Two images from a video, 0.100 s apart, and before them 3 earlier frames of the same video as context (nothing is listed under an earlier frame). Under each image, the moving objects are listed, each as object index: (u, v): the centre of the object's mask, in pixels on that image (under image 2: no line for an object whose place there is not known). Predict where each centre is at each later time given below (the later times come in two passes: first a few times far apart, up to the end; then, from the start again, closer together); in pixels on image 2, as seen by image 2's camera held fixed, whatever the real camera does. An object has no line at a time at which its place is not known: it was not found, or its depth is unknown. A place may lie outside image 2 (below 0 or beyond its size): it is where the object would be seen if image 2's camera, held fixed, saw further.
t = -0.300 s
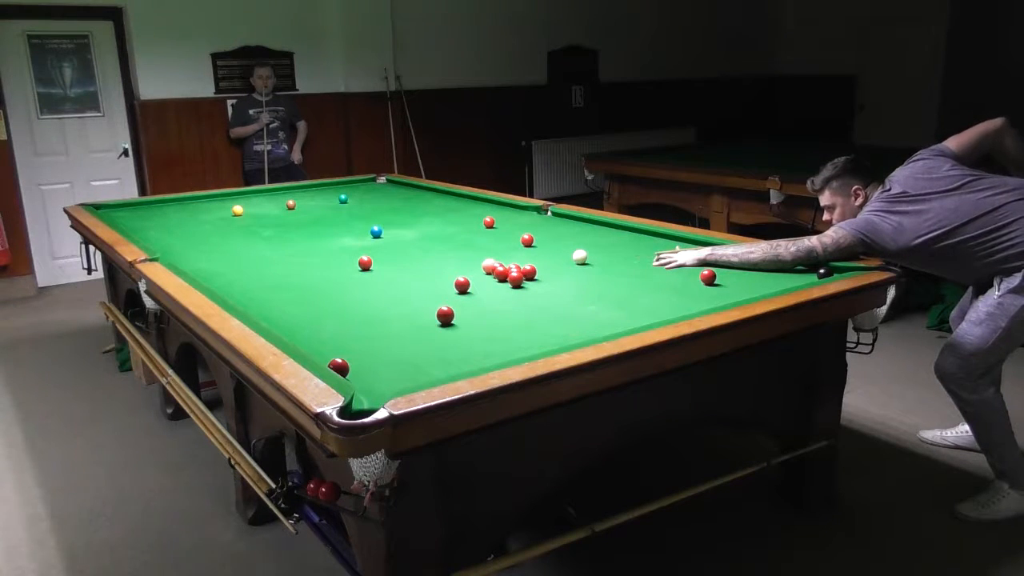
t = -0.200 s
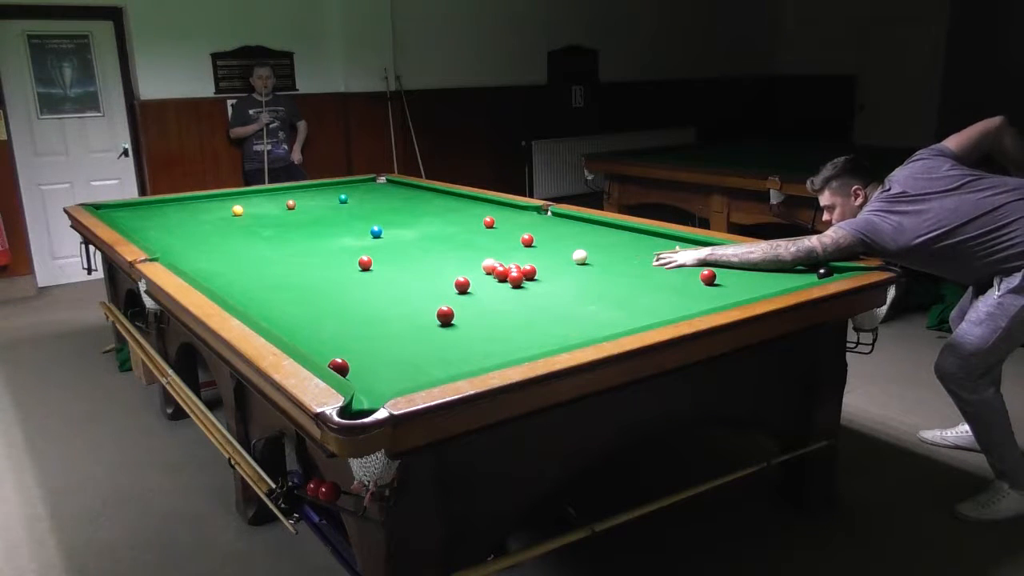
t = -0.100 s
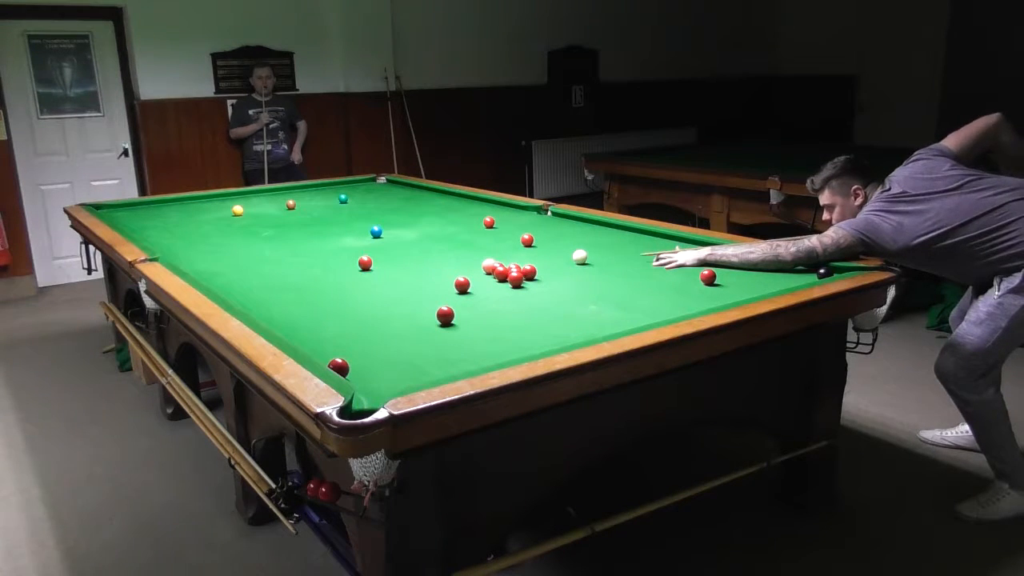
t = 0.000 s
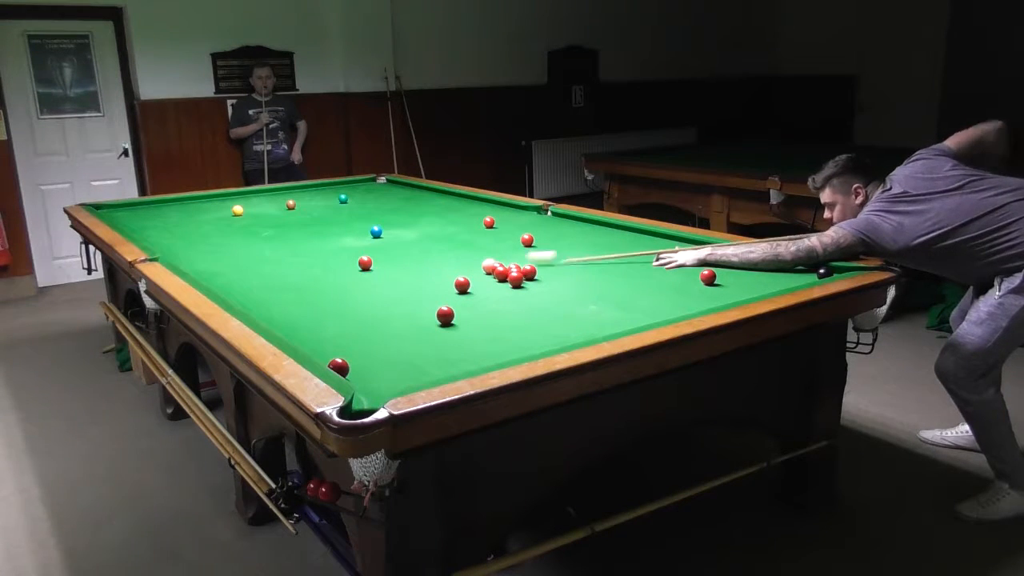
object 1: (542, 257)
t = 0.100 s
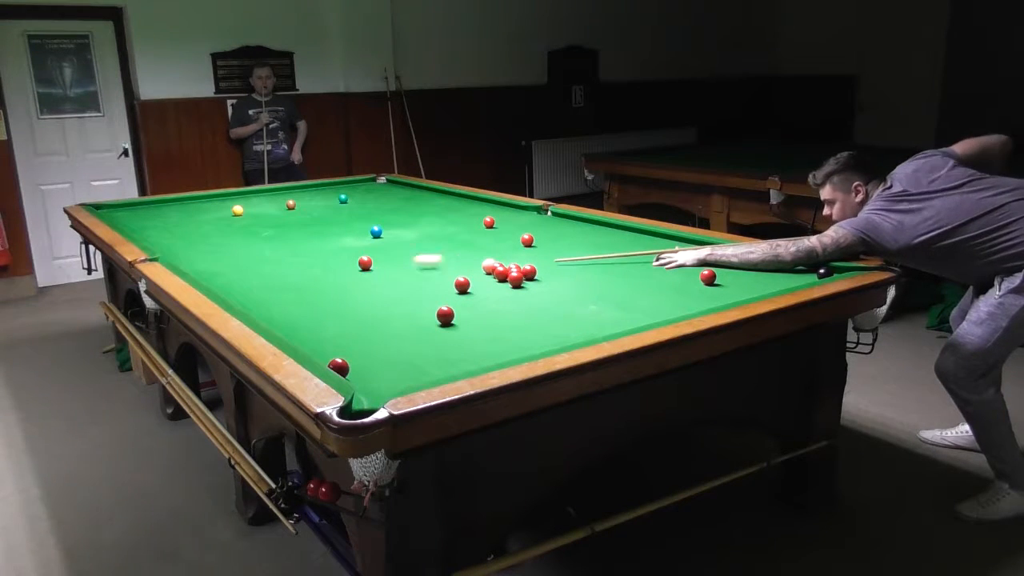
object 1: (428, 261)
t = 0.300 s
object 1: (377, 267)
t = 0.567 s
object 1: (397, 272)
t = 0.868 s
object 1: (422, 277)
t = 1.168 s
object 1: (446, 282)
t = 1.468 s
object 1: (450, 285)
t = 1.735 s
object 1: (451, 286)
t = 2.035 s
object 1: (452, 287)
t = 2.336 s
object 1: (452, 287)
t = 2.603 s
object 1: (452, 287)
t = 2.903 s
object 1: (452, 287)
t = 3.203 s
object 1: (452, 287)
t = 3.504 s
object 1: (452, 287)
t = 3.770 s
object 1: (453, 287)
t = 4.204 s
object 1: (452, 287)
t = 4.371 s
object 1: (452, 287)
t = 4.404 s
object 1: (452, 287)
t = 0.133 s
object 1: (406, 261)
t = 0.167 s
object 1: (378, 263)
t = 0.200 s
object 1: (376, 264)
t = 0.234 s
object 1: (375, 265)
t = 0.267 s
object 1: (375, 266)
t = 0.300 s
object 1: (377, 267)
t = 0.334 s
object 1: (378, 267)
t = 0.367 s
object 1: (381, 268)
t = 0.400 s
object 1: (384, 269)
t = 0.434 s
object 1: (386, 269)
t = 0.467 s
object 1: (389, 270)
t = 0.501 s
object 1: (392, 271)
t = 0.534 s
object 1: (394, 271)
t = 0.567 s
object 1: (397, 272)
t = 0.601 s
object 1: (400, 272)
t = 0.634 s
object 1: (402, 273)
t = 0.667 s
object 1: (405, 273)
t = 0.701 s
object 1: (409, 274)
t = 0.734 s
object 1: (410, 274)
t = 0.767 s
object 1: (413, 275)
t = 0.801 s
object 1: (417, 276)
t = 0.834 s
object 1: (418, 276)
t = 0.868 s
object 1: (422, 277)
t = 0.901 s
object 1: (425, 278)
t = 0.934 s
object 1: (428, 278)
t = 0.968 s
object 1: (430, 279)
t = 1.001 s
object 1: (433, 280)
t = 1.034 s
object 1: (436, 280)
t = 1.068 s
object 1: (438, 281)
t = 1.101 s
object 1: (441, 281)
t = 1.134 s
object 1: (444, 282)
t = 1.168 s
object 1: (446, 282)
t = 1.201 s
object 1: (448, 283)
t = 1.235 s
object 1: (448, 283)
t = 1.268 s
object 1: (448, 283)
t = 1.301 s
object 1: (449, 284)
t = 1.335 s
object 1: (449, 284)
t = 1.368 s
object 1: (449, 284)
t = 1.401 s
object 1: (450, 284)
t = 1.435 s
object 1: (450, 285)
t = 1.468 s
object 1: (450, 285)
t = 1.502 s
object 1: (450, 285)
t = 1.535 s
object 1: (450, 285)
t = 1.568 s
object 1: (450, 285)
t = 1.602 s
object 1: (450, 285)
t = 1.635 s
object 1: (451, 285)
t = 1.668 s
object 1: (451, 285)
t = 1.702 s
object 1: (451, 286)
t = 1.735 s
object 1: (451, 286)
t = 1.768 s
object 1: (451, 286)
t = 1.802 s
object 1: (451, 286)
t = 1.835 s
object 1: (451, 286)
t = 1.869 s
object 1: (451, 286)
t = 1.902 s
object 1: (452, 286)
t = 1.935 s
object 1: (452, 287)
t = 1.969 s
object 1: (452, 287)
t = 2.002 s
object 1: (452, 287)
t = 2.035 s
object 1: (452, 287)
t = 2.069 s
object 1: (452, 287)
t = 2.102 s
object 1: (452, 287)
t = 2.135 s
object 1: (452, 287)
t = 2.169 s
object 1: (452, 287)
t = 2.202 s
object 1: (452, 287)
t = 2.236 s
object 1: (452, 287)
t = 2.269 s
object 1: (452, 287)
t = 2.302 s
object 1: (452, 287)
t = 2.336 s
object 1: (452, 287)
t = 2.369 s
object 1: (452, 287)
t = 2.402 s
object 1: (452, 287)
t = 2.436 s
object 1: (452, 287)
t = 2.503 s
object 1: (452, 287)
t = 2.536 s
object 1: (452, 287)
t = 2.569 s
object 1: (452, 287)
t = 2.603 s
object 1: (452, 287)
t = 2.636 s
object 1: (452, 287)
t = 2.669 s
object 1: (452, 287)
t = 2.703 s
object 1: (452, 287)
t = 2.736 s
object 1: (452, 287)
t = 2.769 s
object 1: (452, 287)
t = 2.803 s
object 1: (452, 287)
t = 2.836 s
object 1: (452, 287)
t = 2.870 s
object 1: (452, 287)
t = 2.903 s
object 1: (452, 287)
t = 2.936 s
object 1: (452, 287)
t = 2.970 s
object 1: (452, 287)
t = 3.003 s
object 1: (452, 287)
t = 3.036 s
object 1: (452, 287)
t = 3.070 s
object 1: (452, 287)
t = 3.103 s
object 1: (452, 287)
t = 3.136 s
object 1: (452, 287)
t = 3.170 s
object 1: (452, 287)
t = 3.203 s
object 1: (452, 287)
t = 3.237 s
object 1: (452, 287)
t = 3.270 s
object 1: (452, 287)
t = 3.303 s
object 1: (452, 287)
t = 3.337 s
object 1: (452, 287)
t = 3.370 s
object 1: (452, 287)
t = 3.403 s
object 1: (452, 287)
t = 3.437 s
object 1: (452, 287)
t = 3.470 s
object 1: (452, 287)
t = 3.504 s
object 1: (452, 287)
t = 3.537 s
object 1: (452, 287)
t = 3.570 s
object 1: (452, 287)
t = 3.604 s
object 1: (452, 287)
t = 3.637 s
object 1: (452, 287)
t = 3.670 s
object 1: (452, 287)
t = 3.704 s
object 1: (453, 287)
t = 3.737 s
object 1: (452, 287)
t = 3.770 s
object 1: (453, 287)
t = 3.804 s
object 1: (453, 287)
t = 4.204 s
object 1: (452, 287)
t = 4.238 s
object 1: (452, 287)
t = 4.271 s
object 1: (452, 287)
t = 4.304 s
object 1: (452, 287)
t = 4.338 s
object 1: (452, 287)
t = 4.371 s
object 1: (452, 287)
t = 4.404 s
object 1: (452, 287)
